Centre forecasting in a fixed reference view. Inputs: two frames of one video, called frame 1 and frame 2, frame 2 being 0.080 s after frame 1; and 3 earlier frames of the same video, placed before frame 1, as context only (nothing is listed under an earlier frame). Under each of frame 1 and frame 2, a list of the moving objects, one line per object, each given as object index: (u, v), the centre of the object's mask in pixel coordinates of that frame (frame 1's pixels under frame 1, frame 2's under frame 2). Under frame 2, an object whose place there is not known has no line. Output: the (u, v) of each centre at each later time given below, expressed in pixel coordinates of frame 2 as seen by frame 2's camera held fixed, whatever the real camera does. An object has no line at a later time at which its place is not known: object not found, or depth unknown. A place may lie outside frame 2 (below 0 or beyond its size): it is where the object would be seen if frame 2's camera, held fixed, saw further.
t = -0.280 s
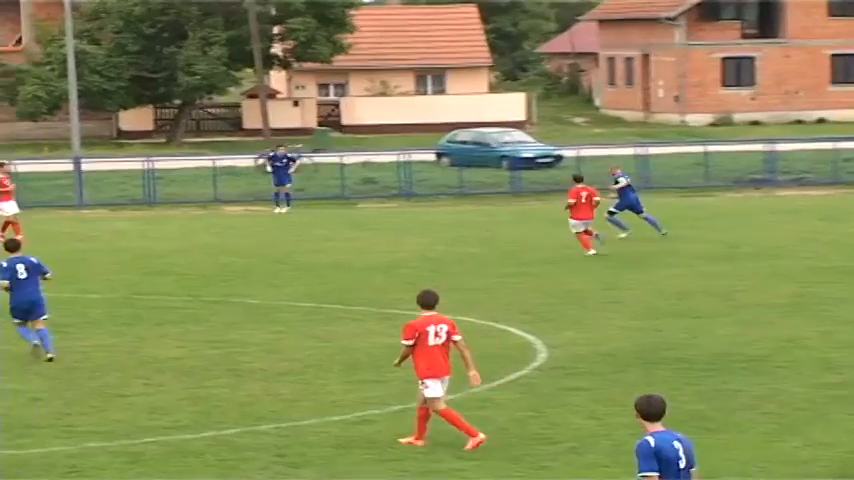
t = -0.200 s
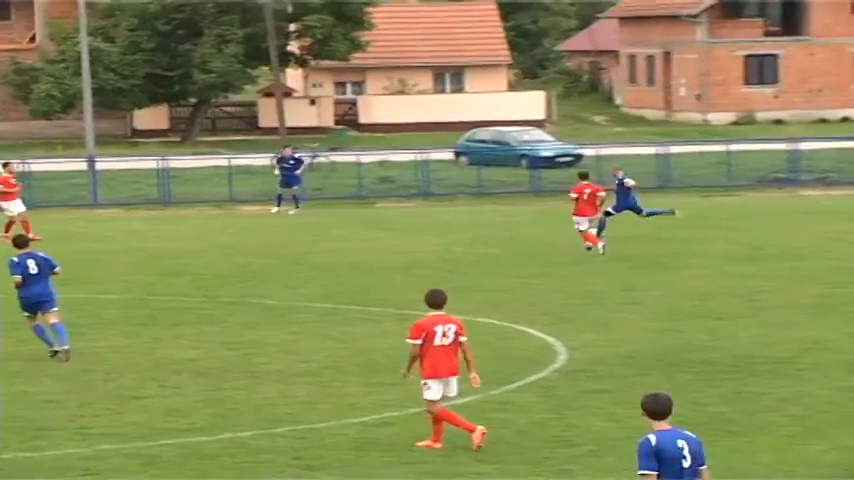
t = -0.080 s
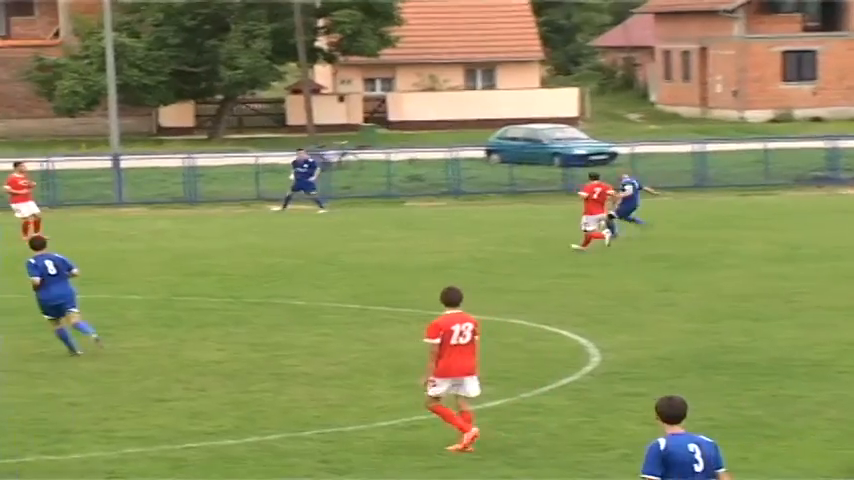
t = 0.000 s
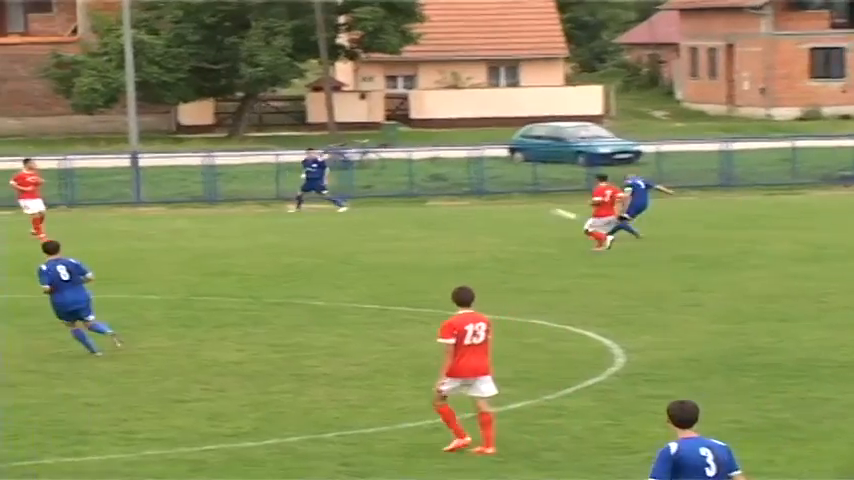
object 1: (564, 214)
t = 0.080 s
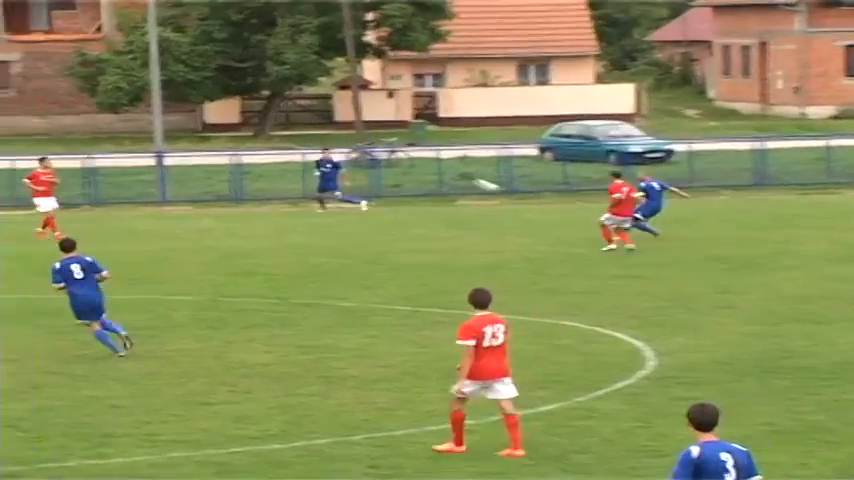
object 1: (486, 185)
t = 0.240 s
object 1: (283, 131)
